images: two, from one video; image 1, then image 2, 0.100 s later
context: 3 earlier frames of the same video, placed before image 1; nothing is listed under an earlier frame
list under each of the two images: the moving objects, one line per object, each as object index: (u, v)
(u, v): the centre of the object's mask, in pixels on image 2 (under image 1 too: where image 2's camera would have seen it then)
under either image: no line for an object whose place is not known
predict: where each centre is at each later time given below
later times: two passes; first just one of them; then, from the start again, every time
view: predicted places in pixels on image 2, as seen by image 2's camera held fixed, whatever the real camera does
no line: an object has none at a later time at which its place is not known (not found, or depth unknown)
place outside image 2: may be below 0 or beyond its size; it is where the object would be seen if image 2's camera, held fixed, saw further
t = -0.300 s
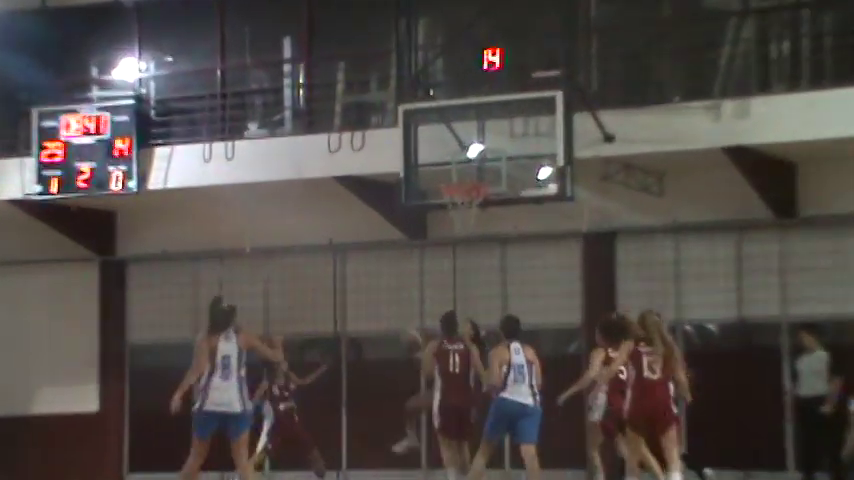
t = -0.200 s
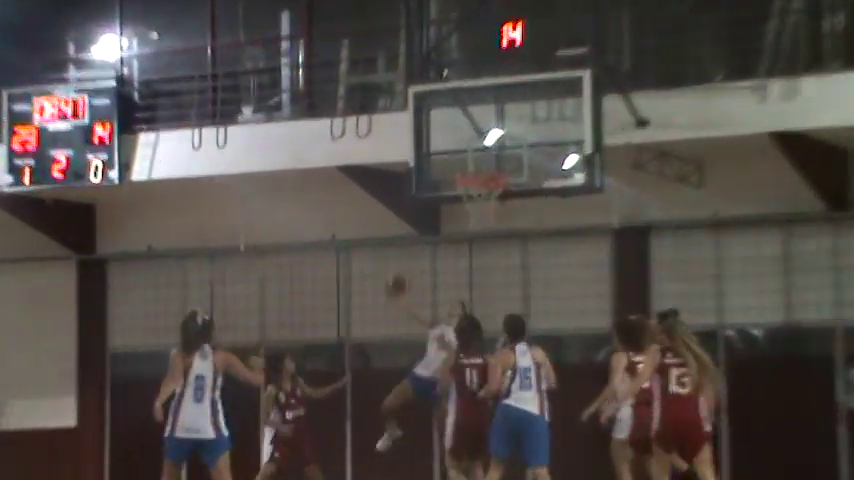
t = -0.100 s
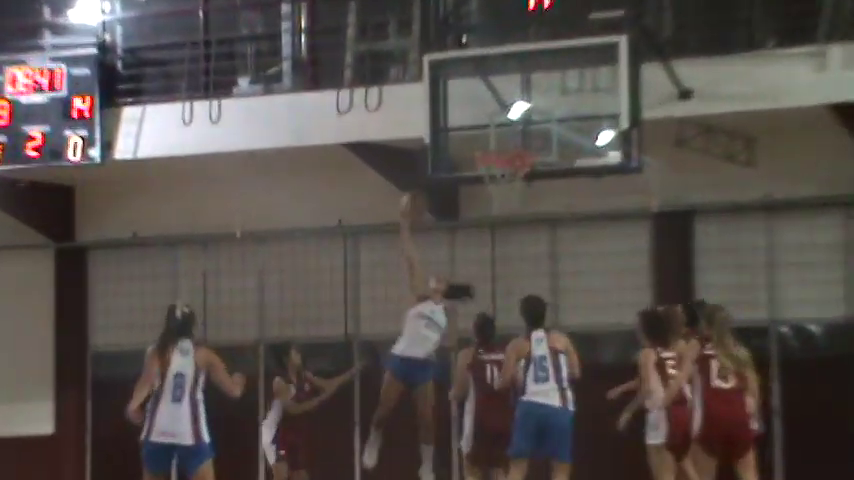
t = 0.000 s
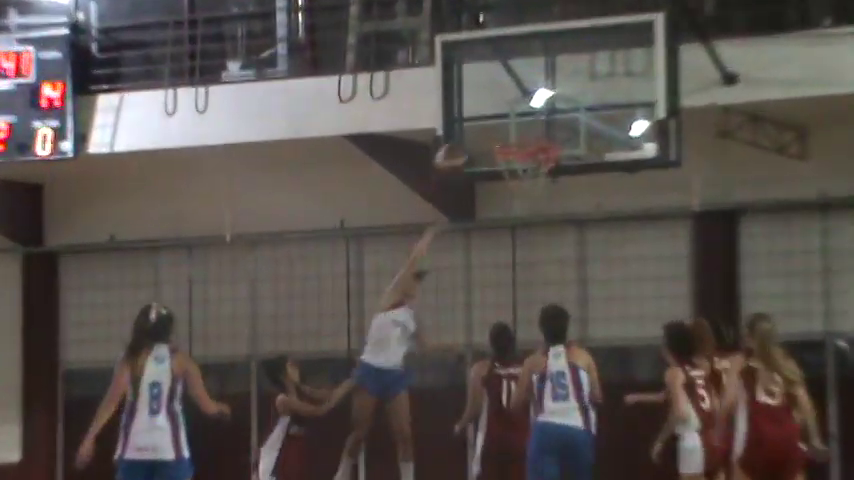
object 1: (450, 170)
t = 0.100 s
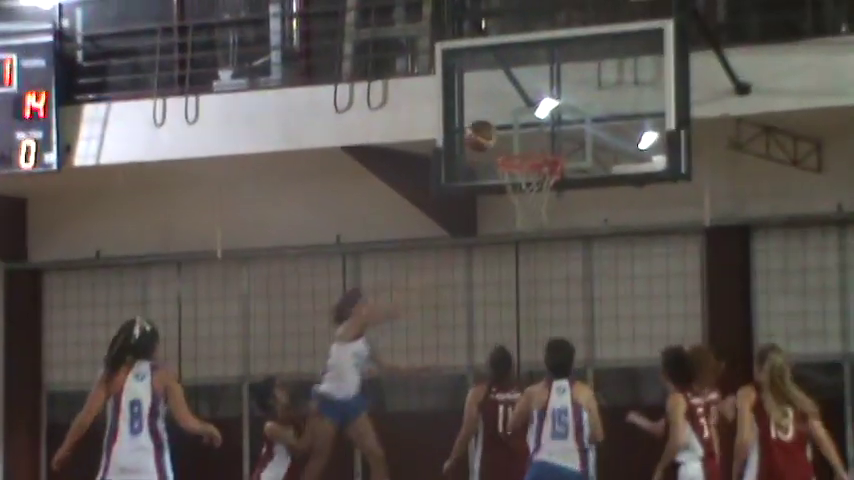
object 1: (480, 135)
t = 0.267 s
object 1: (491, 128)
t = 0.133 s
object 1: (485, 130)
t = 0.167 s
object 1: (487, 127)
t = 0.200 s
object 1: (488, 126)
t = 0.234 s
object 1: (490, 127)
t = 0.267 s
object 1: (491, 128)
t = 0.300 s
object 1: (494, 131)
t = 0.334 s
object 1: (495, 136)
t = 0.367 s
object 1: (495, 141)
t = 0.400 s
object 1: (495, 140)
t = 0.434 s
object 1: (494, 136)
